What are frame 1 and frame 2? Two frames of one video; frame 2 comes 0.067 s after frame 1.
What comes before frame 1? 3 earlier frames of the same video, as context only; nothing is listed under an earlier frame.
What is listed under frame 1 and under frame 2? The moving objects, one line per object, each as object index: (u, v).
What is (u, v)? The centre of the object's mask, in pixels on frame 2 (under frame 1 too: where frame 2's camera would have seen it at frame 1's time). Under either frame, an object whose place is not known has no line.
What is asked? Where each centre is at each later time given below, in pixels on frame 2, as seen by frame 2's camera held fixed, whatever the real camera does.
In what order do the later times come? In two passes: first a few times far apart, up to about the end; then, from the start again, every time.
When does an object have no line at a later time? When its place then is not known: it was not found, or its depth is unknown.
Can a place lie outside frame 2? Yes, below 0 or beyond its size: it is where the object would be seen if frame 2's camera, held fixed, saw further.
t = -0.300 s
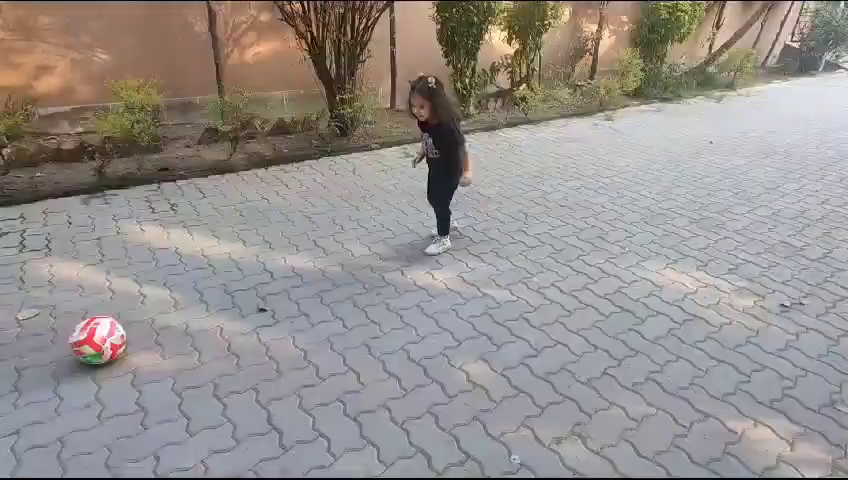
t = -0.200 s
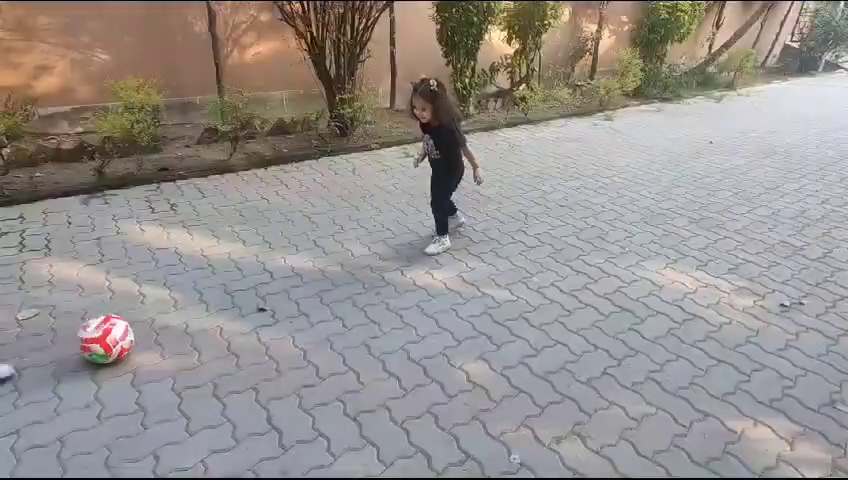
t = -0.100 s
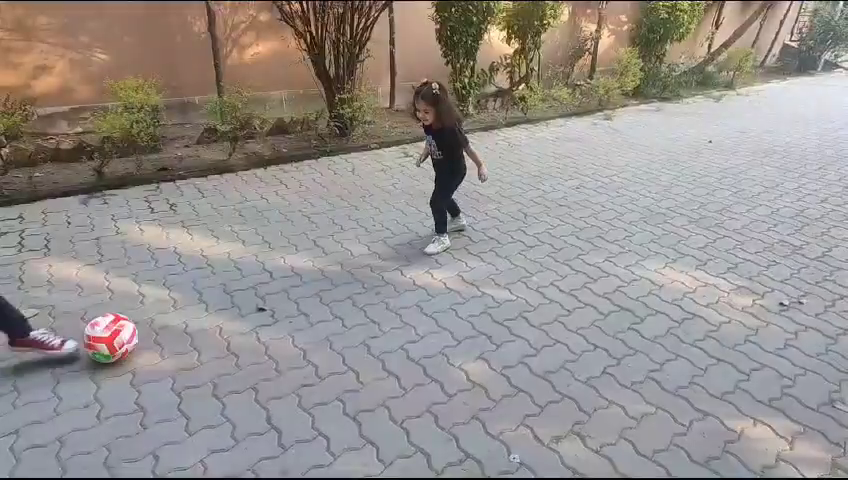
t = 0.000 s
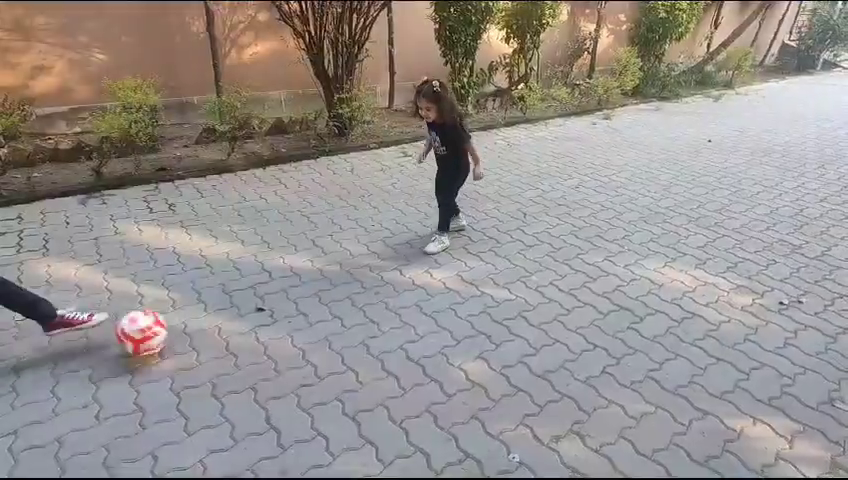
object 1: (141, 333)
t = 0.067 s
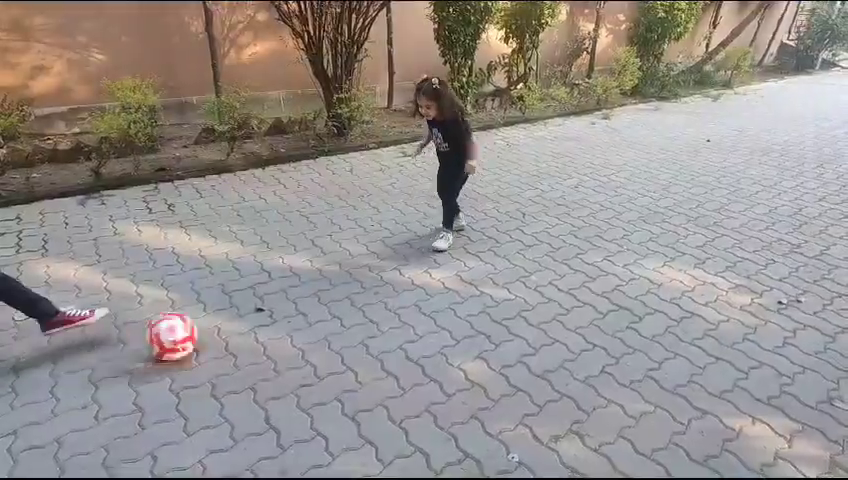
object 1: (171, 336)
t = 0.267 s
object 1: (241, 332)
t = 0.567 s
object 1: (336, 336)
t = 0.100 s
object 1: (183, 333)
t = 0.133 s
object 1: (193, 331)
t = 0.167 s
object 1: (205, 332)
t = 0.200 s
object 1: (218, 336)
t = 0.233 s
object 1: (231, 334)
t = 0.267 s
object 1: (241, 332)
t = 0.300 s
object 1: (253, 333)
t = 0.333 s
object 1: (267, 334)
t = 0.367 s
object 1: (277, 335)
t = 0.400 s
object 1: (286, 335)
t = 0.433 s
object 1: (298, 336)
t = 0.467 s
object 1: (307, 336)
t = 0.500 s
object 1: (316, 336)
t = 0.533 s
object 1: (327, 336)
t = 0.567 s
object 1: (336, 336)
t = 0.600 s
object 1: (346, 338)
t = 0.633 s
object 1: (355, 336)
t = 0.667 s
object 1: (364, 335)
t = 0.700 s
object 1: (374, 335)
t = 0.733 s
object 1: (383, 339)
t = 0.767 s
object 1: (394, 340)
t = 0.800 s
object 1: (403, 338)
